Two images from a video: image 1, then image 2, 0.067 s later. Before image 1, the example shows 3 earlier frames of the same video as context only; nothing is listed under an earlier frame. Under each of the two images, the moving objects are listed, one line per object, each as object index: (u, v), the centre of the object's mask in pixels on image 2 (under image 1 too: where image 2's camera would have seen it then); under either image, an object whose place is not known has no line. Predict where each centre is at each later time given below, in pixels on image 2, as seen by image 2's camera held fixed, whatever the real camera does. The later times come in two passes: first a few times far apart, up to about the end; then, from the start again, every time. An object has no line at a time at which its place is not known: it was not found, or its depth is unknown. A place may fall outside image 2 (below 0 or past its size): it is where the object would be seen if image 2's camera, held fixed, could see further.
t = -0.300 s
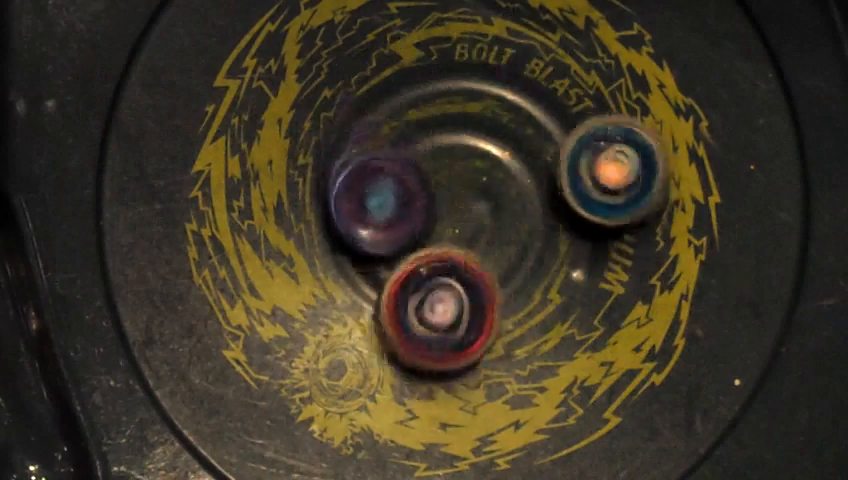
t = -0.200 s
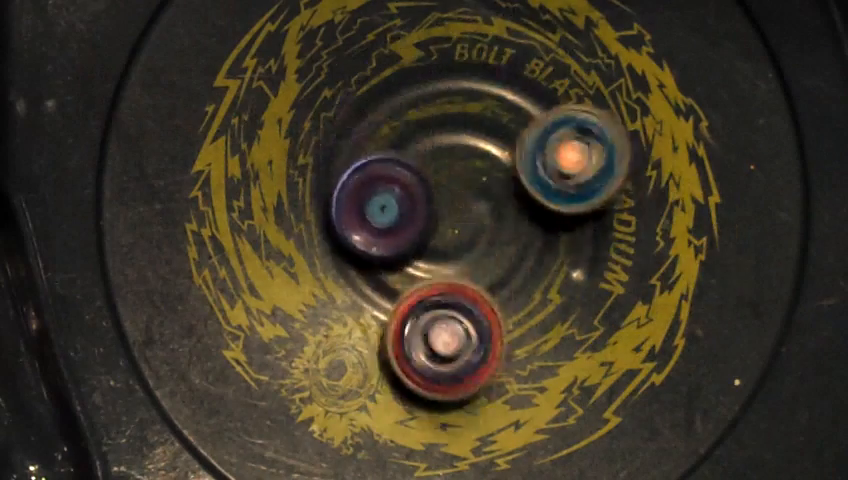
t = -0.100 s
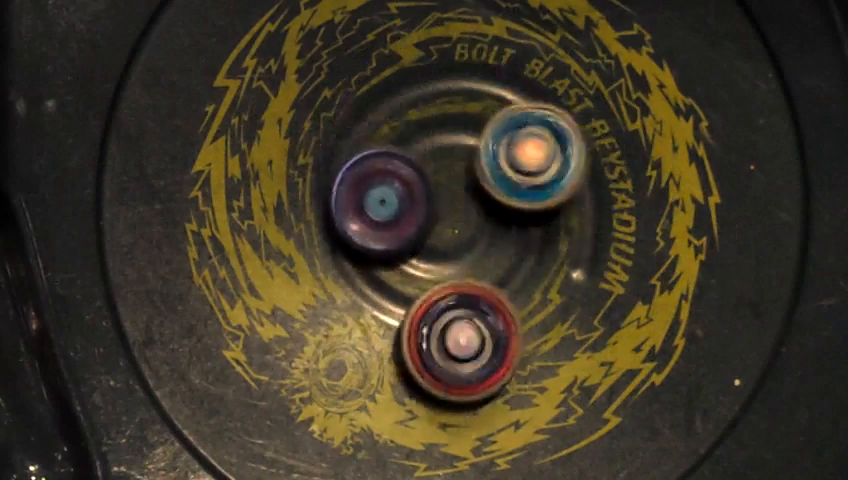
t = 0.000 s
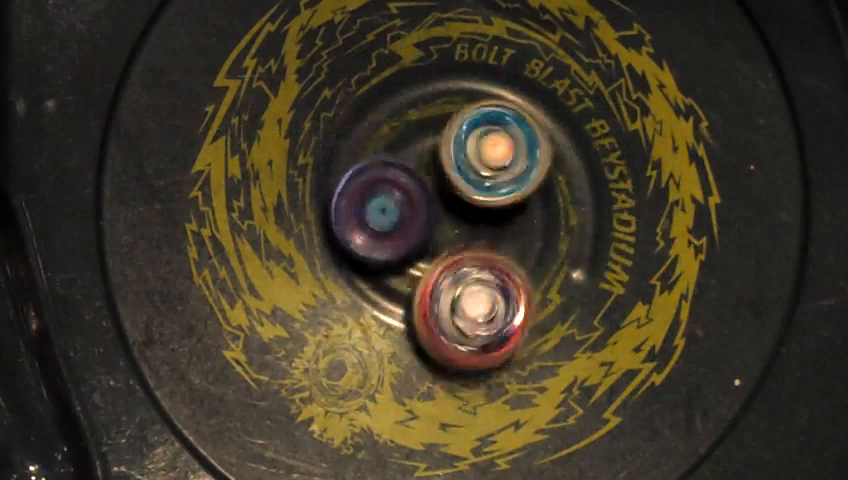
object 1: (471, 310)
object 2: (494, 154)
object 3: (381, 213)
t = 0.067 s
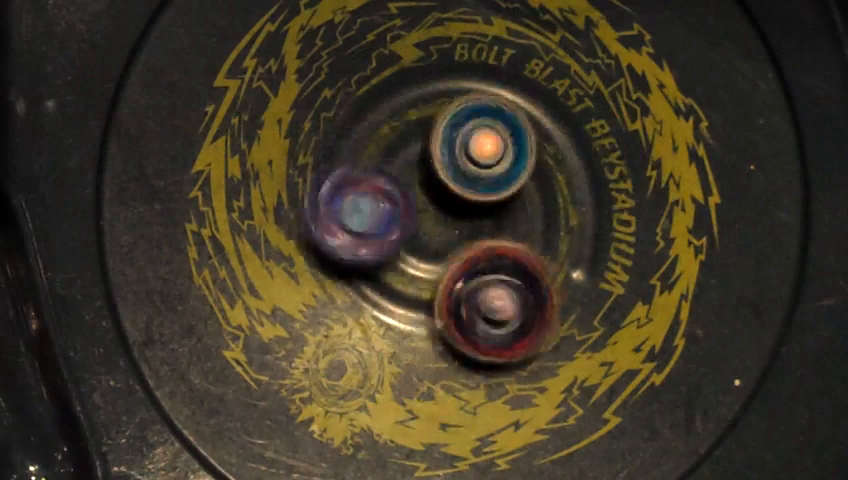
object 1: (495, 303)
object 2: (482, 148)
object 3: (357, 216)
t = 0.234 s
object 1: (545, 261)
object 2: (462, 134)
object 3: (297, 229)
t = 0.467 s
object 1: (538, 201)
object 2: (407, 110)
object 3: (363, 260)
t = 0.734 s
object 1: (568, 162)
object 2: (397, 109)
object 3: (424, 235)
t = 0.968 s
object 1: (576, 156)
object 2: (397, 103)
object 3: (480, 268)
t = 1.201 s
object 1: (568, 173)
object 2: (427, 102)
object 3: (478, 271)
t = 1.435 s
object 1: (519, 182)
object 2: (429, 125)
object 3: (414, 286)
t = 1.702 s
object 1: (463, 194)
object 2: (402, 110)
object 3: (383, 293)
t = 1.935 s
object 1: (437, 176)
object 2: (349, 112)
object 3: (378, 280)
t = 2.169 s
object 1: (481, 170)
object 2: (342, 122)
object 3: (411, 259)
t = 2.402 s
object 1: (494, 192)
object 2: (342, 122)
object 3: (412, 273)
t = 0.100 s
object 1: (511, 301)
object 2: (479, 146)
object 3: (332, 210)
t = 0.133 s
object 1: (523, 295)
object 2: (475, 139)
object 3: (318, 211)
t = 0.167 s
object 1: (533, 285)
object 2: (475, 129)
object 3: (310, 216)
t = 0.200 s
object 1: (541, 273)
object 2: (469, 131)
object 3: (302, 222)
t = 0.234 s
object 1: (545, 261)
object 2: (462, 134)
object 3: (297, 229)
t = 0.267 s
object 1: (546, 245)
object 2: (456, 136)
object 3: (294, 236)
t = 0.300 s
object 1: (545, 230)
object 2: (453, 134)
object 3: (297, 242)
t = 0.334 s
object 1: (539, 215)
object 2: (451, 132)
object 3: (304, 250)
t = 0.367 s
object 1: (542, 208)
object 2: (435, 126)
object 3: (315, 258)
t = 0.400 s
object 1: (547, 209)
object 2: (422, 117)
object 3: (331, 259)
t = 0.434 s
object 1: (543, 207)
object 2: (414, 112)
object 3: (348, 261)
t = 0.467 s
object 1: (538, 201)
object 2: (407, 110)
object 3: (363, 260)
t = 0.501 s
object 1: (537, 200)
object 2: (401, 106)
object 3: (377, 256)
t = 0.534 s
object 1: (538, 199)
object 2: (399, 101)
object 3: (399, 253)
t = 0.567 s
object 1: (540, 198)
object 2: (399, 93)
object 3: (414, 252)
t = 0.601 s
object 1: (543, 195)
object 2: (398, 93)
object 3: (426, 245)
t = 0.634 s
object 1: (551, 189)
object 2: (396, 102)
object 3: (419, 245)
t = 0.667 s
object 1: (556, 180)
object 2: (394, 107)
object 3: (415, 244)
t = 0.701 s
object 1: (562, 171)
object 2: (395, 108)
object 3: (417, 240)
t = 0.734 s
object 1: (568, 162)
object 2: (397, 109)
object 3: (424, 235)
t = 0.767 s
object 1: (577, 156)
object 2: (397, 111)
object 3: (429, 232)
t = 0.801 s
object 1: (581, 155)
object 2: (397, 110)
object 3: (437, 236)
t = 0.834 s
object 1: (571, 152)
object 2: (395, 96)
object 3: (448, 252)
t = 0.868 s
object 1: (564, 150)
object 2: (396, 93)
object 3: (456, 267)
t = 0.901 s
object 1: (564, 148)
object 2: (397, 99)
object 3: (460, 271)
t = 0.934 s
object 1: (568, 150)
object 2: (398, 104)
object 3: (470, 270)
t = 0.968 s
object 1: (576, 156)
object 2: (397, 103)
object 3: (480, 268)
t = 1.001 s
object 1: (581, 164)
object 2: (401, 98)
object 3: (491, 270)
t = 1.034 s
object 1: (577, 171)
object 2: (407, 96)
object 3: (498, 268)
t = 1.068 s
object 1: (580, 170)
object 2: (413, 94)
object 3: (496, 272)
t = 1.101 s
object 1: (584, 171)
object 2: (419, 94)
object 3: (493, 273)
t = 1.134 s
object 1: (576, 173)
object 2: (424, 96)
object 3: (490, 273)
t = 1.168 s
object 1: (570, 171)
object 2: (426, 97)
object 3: (484, 273)
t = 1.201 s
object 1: (568, 173)
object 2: (427, 102)
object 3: (478, 271)
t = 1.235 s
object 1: (563, 179)
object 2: (427, 110)
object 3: (471, 266)
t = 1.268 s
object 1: (558, 180)
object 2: (428, 120)
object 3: (465, 264)
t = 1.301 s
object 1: (555, 180)
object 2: (428, 130)
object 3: (456, 261)
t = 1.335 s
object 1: (548, 181)
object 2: (426, 141)
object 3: (442, 264)
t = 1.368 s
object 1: (543, 183)
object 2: (426, 144)
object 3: (430, 267)
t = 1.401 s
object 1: (530, 184)
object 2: (428, 135)
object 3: (420, 281)
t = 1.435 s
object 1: (519, 182)
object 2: (429, 125)
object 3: (414, 286)
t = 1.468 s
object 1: (514, 185)
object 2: (431, 114)
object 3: (409, 287)
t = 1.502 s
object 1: (502, 195)
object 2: (430, 97)
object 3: (403, 289)
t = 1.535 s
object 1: (490, 200)
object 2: (428, 87)
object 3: (400, 293)
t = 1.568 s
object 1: (478, 199)
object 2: (422, 87)
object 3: (390, 299)
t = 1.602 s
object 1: (473, 198)
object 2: (416, 94)
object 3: (379, 302)
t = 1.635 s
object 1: (469, 193)
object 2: (411, 100)
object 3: (380, 299)
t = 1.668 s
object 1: (468, 193)
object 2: (405, 105)
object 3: (381, 296)
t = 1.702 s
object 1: (463, 194)
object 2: (402, 110)
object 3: (383, 293)
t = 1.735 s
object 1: (456, 194)
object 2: (396, 113)
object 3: (372, 294)
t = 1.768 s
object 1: (456, 189)
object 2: (391, 113)
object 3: (367, 293)
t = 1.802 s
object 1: (451, 188)
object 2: (384, 111)
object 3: (368, 291)
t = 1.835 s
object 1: (446, 184)
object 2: (377, 111)
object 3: (374, 289)
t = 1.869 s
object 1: (440, 184)
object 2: (367, 109)
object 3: (379, 286)
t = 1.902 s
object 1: (437, 183)
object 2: (357, 107)
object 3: (380, 286)
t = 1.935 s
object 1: (437, 176)
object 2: (349, 112)
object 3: (378, 280)
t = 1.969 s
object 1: (437, 172)
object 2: (343, 116)
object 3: (378, 275)
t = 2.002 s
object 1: (438, 173)
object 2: (338, 117)
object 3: (383, 271)
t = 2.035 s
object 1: (445, 174)
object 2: (339, 118)
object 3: (390, 267)
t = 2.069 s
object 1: (455, 174)
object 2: (341, 120)
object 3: (393, 265)
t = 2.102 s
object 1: (465, 171)
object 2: (342, 120)
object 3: (399, 260)
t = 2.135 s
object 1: (473, 169)
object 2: (342, 121)
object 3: (405, 258)
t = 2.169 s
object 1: (481, 170)
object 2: (342, 122)
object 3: (411, 259)
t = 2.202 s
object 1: (487, 173)
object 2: (341, 122)
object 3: (413, 262)
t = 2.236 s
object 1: (490, 177)
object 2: (342, 122)
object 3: (416, 261)
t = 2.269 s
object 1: (492, 180)
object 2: (342, 122)
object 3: (415, 264)
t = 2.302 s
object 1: (495, 183)
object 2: (342, 121)
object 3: (419, 266)
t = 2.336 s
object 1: (494, 187)
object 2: (342, 122)
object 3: (419, 266)
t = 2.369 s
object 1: (494, 190)
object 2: (342, 121)
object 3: (414, 271)
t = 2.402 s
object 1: (494, 192)
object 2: (342, 122)
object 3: (412, 273)
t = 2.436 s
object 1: (493, 194)
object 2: (342, 122)
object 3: (411, 276)
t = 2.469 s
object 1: (492, 194)
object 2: (342, 122)
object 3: (410, 277)
